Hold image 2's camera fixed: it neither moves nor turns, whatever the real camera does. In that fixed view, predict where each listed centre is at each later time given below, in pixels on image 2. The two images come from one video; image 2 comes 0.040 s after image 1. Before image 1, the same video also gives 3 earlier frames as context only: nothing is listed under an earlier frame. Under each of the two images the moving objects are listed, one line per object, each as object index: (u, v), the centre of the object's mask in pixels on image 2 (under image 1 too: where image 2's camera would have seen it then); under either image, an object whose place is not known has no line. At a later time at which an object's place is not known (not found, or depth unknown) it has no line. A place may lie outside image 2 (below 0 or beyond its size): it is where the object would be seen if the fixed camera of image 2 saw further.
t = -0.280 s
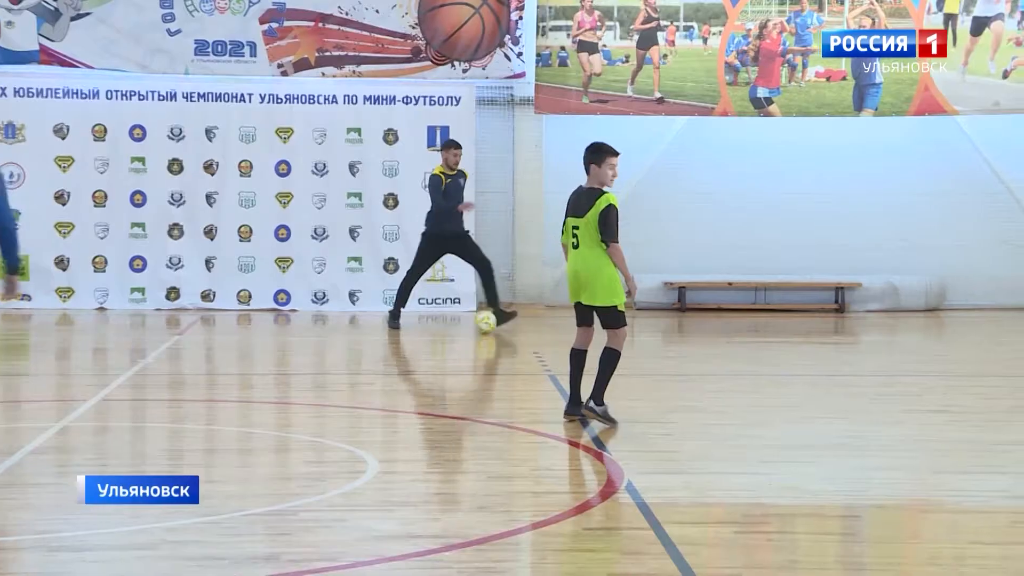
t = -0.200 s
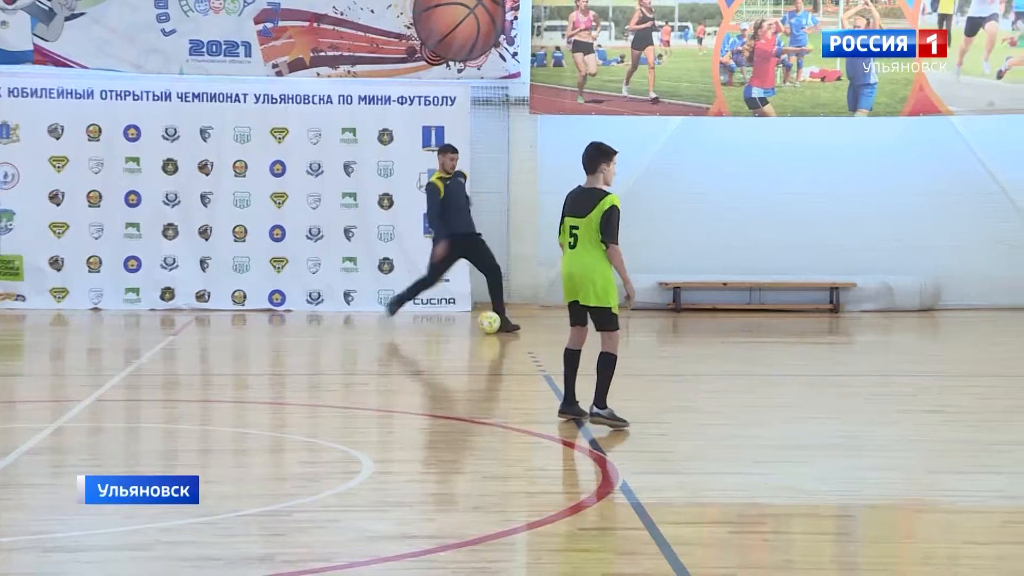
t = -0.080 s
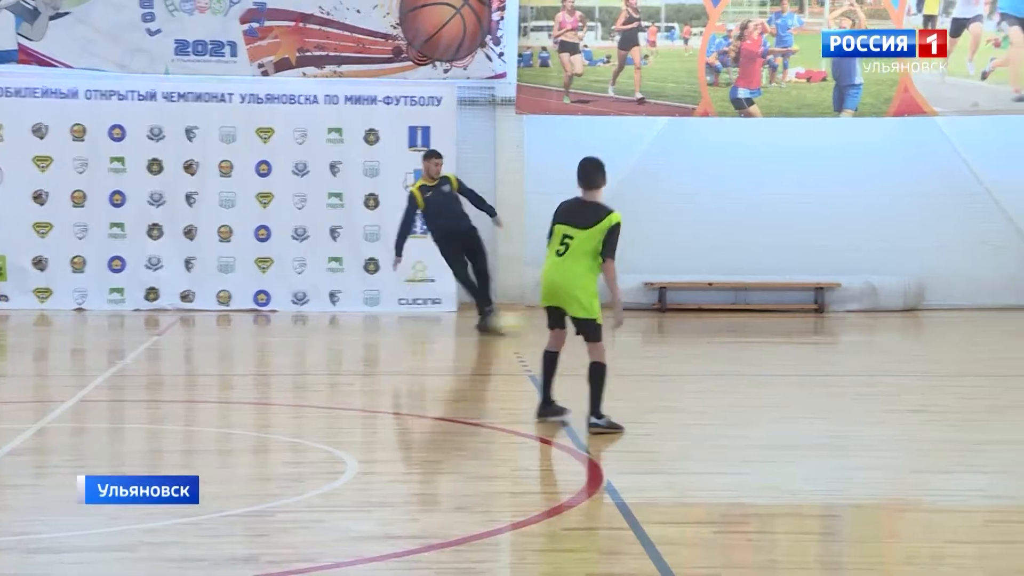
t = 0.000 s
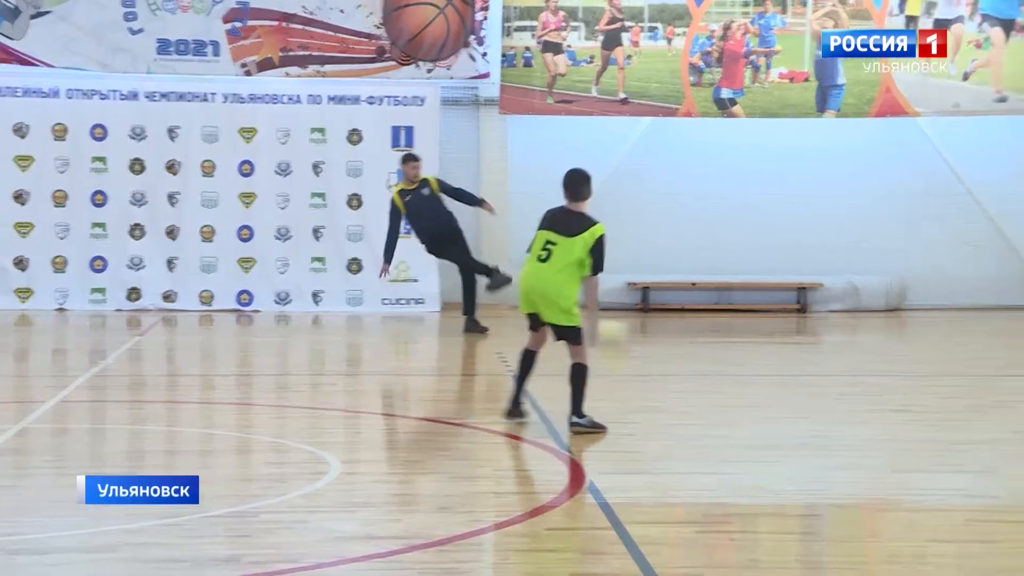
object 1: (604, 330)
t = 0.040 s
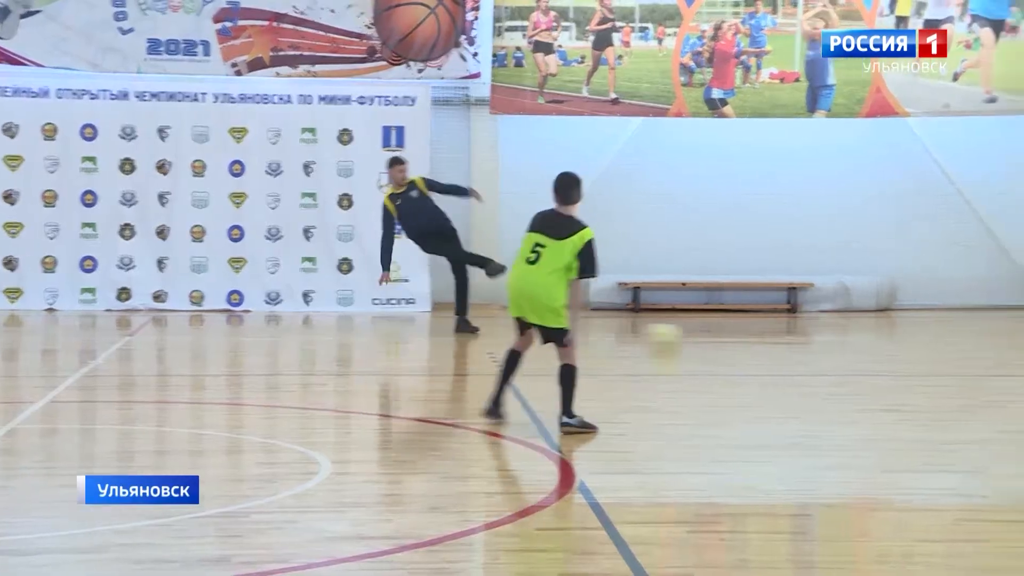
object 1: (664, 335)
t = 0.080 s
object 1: (727, 341)
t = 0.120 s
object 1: (792, 346)
